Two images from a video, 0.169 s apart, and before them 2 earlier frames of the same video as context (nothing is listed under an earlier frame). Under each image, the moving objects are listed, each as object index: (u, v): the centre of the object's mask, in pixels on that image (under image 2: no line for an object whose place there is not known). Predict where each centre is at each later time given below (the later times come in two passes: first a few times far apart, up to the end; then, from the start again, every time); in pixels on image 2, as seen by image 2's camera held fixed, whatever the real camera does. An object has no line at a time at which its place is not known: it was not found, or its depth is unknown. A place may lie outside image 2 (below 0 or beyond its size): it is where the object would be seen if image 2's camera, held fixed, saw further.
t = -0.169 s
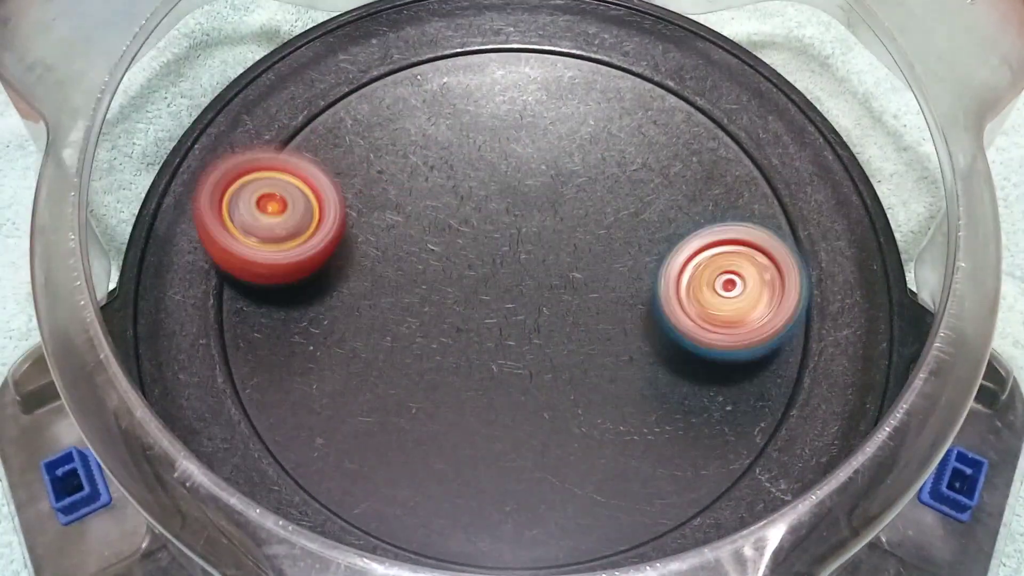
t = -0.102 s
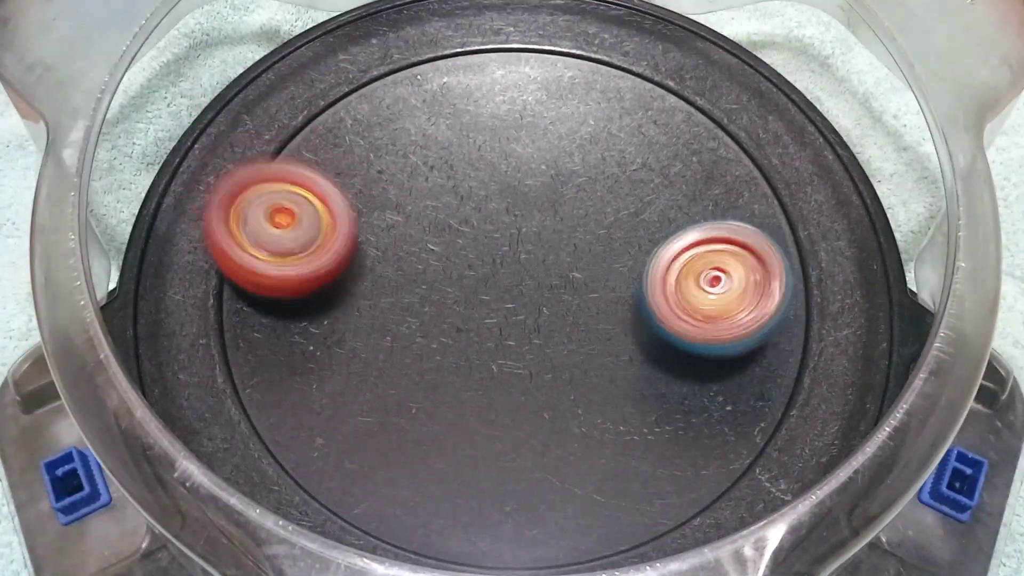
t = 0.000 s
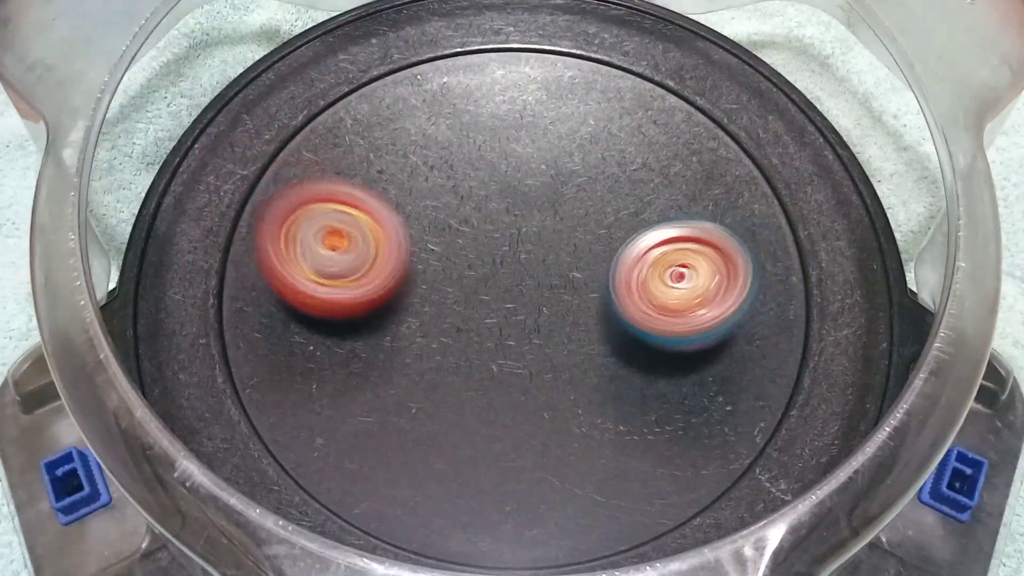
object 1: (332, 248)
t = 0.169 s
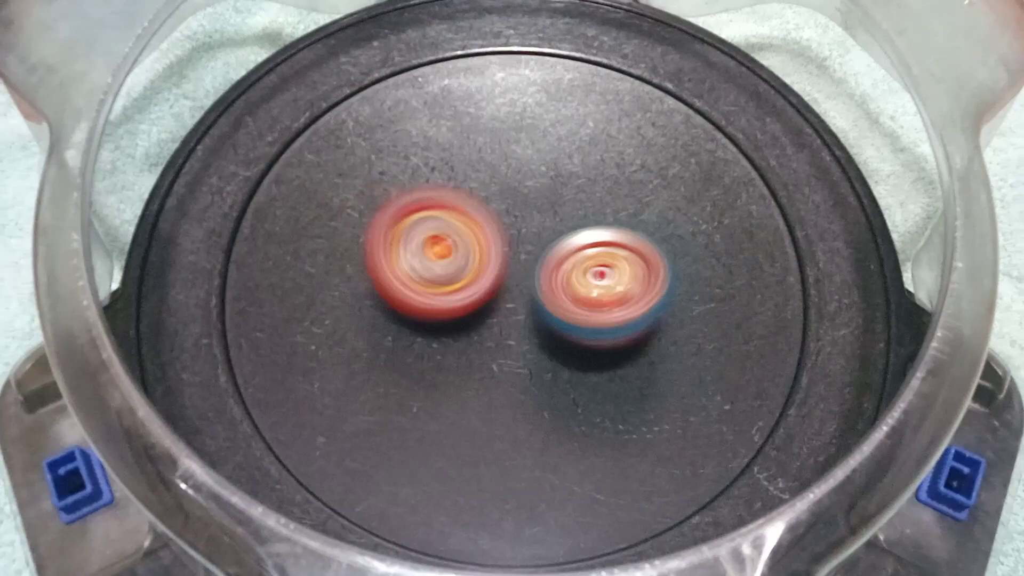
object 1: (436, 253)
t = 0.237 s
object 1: (454, 235)
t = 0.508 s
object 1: (506, 175)
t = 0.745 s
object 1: (551, 155)
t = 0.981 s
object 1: (591, 166)
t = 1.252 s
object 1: (641, 211)
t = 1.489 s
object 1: (663, 267)
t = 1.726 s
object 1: (610, 317)
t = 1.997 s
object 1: (543, 373)
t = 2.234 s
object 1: (478, 365)
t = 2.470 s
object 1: (202, 386)
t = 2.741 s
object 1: (387, 284)
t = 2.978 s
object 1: (533, 166)
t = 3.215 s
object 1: (519, 168)
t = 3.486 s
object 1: (470, 182)
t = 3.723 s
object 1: (460, 184)
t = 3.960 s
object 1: (489, 223)
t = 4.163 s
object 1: (509, 273)
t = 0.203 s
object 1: (450, 247)
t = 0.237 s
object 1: (454, 235)
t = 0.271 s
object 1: (459, 223)
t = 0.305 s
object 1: (465, 214)
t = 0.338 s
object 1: (472, 205)
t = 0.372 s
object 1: (479, 198)
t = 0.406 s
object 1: (487, 192)
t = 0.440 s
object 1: (494, 186)
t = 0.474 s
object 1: (500, 180)
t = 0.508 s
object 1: (506, 175)
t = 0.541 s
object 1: (513, 171)
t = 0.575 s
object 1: (520, 165)
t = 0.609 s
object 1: (527, 161)
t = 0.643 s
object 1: (534, 157)
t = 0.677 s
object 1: (540, 156)
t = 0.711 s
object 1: (546, 155)
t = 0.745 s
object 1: (551, 155)
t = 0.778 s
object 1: (556, 156)
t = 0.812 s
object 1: (561, 158)
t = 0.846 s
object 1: (565, 160)
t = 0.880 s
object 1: (569, 162)
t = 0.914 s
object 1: (576, 165)
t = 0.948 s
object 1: (584, 165)
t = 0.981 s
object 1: (591, 166)
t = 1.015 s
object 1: (595, 168)
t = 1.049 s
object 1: (599, 171)
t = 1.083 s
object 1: (602, 176)
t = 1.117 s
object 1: (603, 182)
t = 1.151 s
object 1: (604, 188)
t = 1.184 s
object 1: (605, 195)
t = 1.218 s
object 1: (621, 202)
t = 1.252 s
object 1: (641, 211)
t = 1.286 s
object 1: (655, 219)
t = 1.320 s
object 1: (662, 228)
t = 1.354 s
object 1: (667, 235)
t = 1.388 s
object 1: (669, 243)
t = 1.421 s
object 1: (669, 250)
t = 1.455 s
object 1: (667, 258)
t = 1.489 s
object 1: (663, 267)
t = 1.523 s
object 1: (658, 275)
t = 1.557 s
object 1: (652, 283)
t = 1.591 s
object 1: (644, 291)
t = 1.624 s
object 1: (636, 298)
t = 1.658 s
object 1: (628, 304)
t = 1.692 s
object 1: (619, 311)
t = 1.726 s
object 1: (610, 317)
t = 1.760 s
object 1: (600, 323)
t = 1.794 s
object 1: (591, 329)
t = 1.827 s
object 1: (581, 333)
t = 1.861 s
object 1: (570, 338)
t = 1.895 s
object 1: (560, 343)
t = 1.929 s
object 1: (555, 353)
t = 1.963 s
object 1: (550, 365)
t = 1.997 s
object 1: (543, 373)
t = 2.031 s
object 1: (535, 378)
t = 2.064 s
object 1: (526, 380)
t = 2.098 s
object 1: (517, 381)
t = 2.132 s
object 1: (507, 379)
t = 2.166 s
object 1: (498, 376)
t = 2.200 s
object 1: (488, 371)
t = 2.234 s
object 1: (478, 365)
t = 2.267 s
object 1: (469, 358)
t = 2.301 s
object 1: (461, 350)
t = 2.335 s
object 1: (454, 342)
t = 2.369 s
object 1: (430, 343)
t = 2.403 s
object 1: (338, 367)
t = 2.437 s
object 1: (252, 386)
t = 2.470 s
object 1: (202, 386)
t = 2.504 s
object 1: (209, 380)
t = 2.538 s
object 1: (220, 367)
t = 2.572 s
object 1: (244, 357)
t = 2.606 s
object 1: (271, 344)
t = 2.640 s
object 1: (297, 329)
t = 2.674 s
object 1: (329, 314)
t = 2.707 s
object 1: (357, 299)
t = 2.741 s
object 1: (387, 284)
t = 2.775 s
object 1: (415, 269)
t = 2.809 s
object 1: (441, 253)
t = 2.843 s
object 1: (465, 233)
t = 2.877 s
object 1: (489, 214)
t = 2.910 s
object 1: (507, 197)
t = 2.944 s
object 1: (521, 180)
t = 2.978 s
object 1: (533, 166)
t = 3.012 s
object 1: (541, 157)
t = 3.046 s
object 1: (546, 154)
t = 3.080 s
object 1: (547, 154)
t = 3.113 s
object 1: (544, 157)
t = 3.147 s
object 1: (537, 160)
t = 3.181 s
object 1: (528, 164)
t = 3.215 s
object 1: (519, 168)
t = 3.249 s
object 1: (512, 173)
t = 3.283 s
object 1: (504, 176)
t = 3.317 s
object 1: (498, 180)
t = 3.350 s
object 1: (491, 181)
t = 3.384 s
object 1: (486, 183)
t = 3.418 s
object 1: (480, 183)
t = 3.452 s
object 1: (474, 183)
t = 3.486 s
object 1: (470, 182)
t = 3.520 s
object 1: (466, 181)
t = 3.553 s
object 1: (463, 180)
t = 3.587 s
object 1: (459, 178)
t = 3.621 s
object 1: (458, 178)
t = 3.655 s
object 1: (458, 177)
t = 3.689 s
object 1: (459, 180)
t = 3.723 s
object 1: (460, 184)
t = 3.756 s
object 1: (462, 189)
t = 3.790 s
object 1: (464, 193)
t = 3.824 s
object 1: (469, 198)
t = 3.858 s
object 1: (473, 203)
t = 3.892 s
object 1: (478, 209)
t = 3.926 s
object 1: (483, 215)
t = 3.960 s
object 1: (489, 223)
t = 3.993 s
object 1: (494, 232)
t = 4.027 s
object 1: (498, 240)
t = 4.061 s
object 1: (502, 249)
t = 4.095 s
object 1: (505, 256)
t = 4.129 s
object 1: (507, 265)
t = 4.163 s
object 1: (509, 273)
